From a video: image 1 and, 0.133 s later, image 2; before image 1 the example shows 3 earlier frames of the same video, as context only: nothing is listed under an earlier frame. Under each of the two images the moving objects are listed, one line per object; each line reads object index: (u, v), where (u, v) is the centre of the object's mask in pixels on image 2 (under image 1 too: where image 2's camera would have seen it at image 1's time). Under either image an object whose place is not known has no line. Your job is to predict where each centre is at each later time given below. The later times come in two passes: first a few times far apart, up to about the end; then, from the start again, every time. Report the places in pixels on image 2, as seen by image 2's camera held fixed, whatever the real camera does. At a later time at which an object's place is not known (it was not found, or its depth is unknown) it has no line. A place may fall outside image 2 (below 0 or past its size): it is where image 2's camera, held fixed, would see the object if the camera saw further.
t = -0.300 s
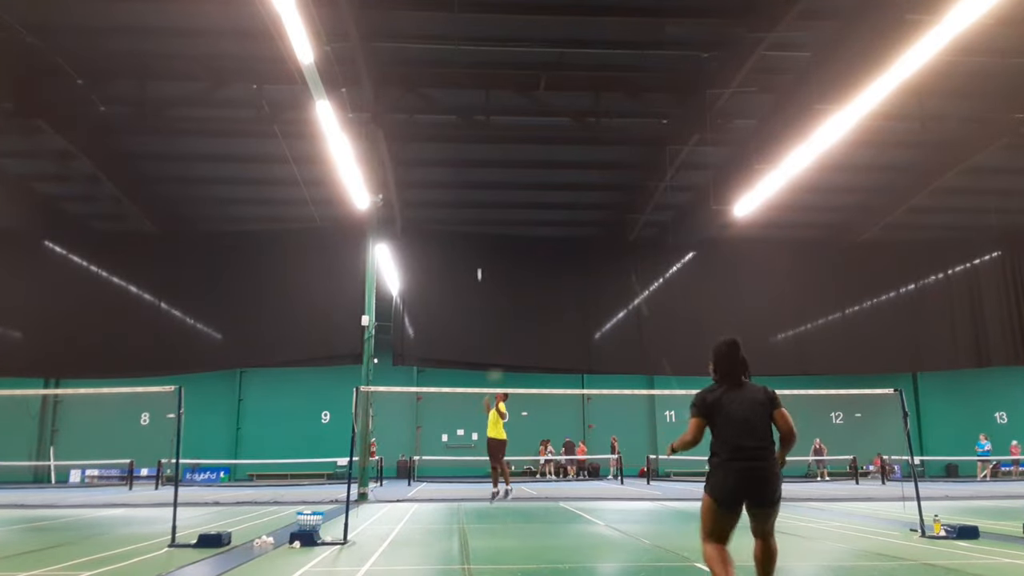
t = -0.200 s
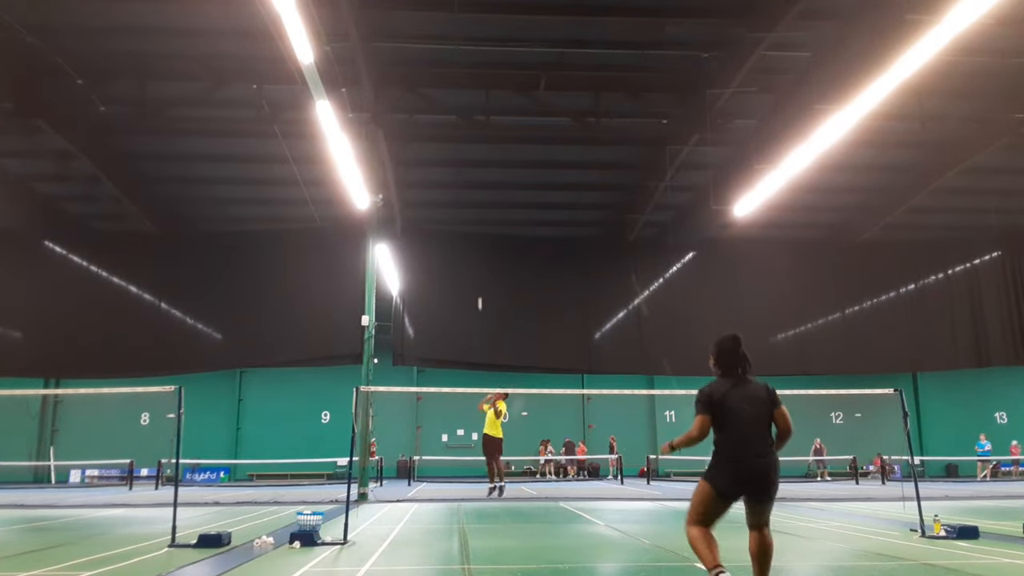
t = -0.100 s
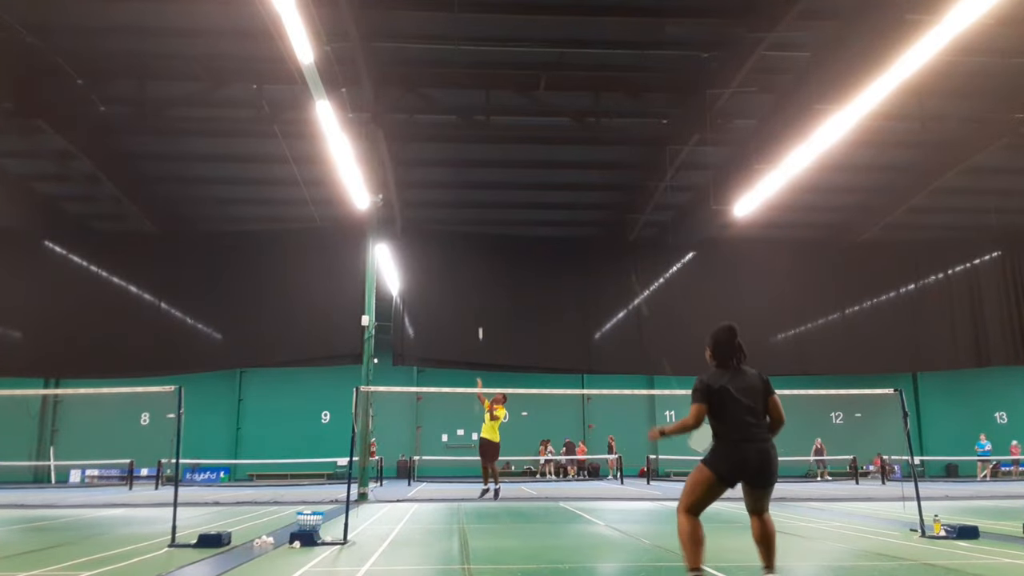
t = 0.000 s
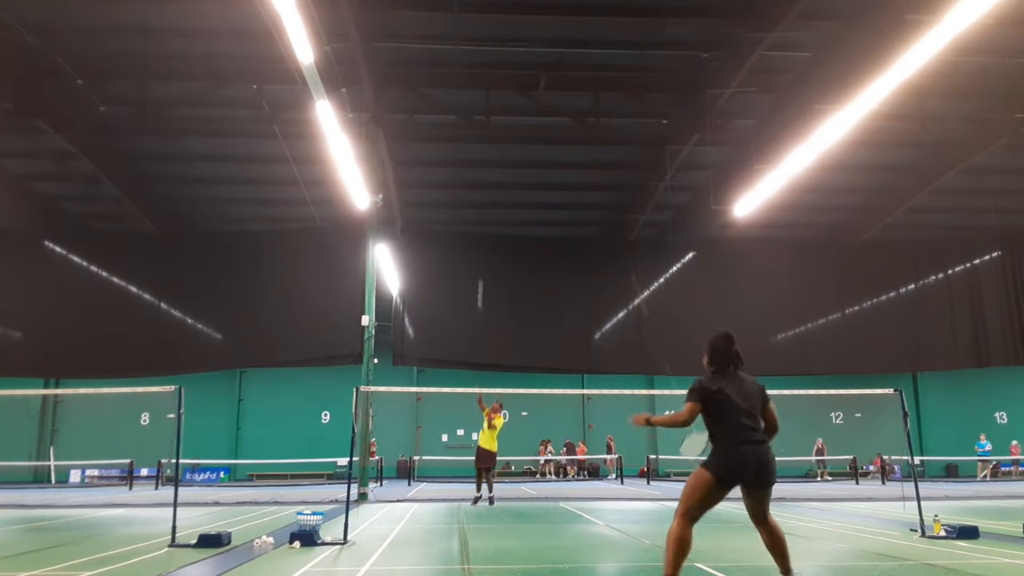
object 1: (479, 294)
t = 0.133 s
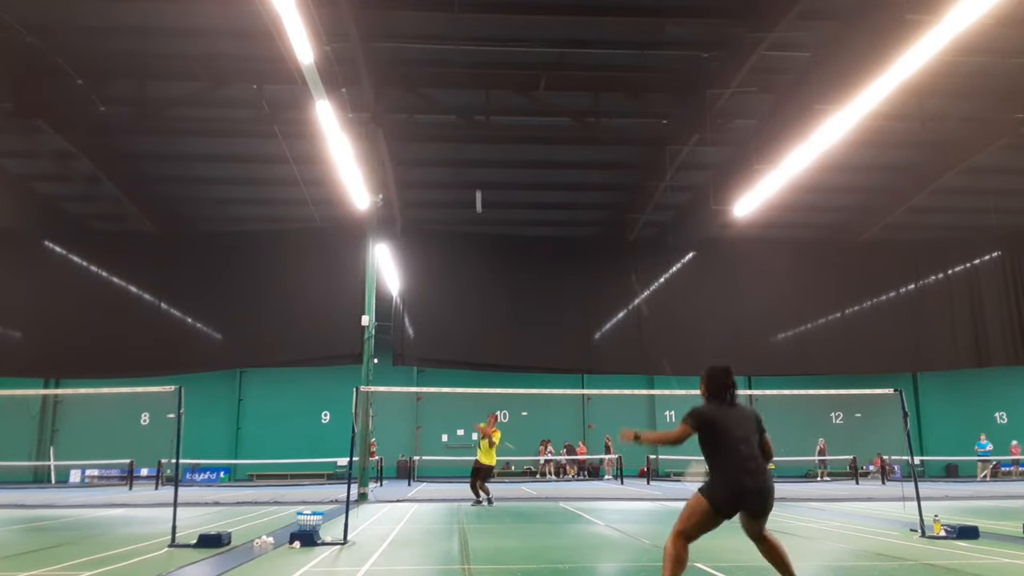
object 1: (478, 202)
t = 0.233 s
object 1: (477, 145)
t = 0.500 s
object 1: (473, 39)
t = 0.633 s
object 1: (469, 7)
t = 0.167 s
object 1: (478, 181)
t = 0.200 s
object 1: (477, 162)
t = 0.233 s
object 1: (477, 145)
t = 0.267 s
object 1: (477, 128)
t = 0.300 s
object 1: (477, 113)
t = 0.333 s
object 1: (476, 98)
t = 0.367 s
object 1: (476, 84)
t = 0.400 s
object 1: (475, 72)
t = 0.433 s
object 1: (474, 60)
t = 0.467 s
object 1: (474, 49)
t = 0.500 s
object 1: (473, 39)
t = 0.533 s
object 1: (472, 29)
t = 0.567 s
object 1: (471, 21)
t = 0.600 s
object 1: (470, 14)
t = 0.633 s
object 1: (469, 7)
